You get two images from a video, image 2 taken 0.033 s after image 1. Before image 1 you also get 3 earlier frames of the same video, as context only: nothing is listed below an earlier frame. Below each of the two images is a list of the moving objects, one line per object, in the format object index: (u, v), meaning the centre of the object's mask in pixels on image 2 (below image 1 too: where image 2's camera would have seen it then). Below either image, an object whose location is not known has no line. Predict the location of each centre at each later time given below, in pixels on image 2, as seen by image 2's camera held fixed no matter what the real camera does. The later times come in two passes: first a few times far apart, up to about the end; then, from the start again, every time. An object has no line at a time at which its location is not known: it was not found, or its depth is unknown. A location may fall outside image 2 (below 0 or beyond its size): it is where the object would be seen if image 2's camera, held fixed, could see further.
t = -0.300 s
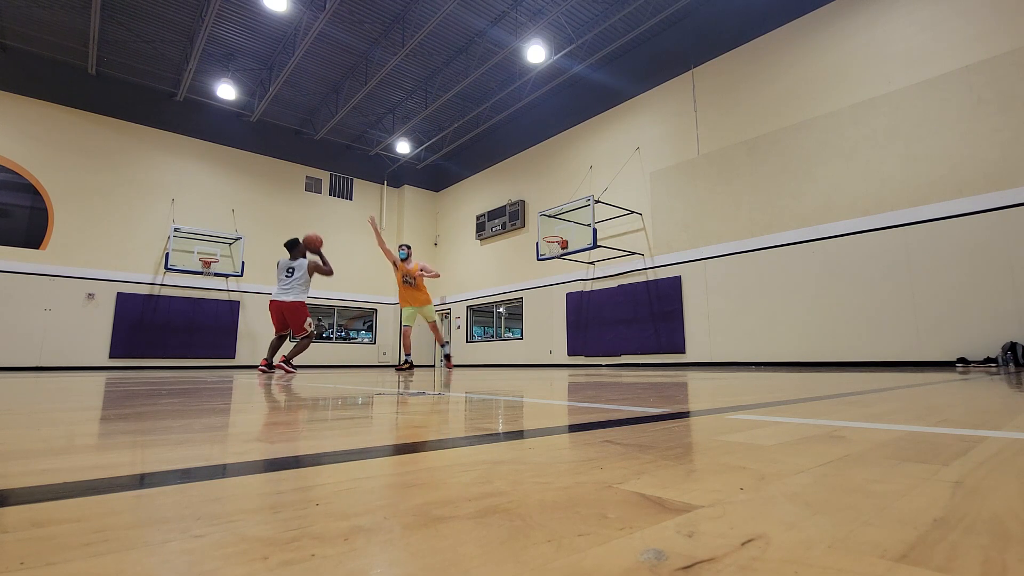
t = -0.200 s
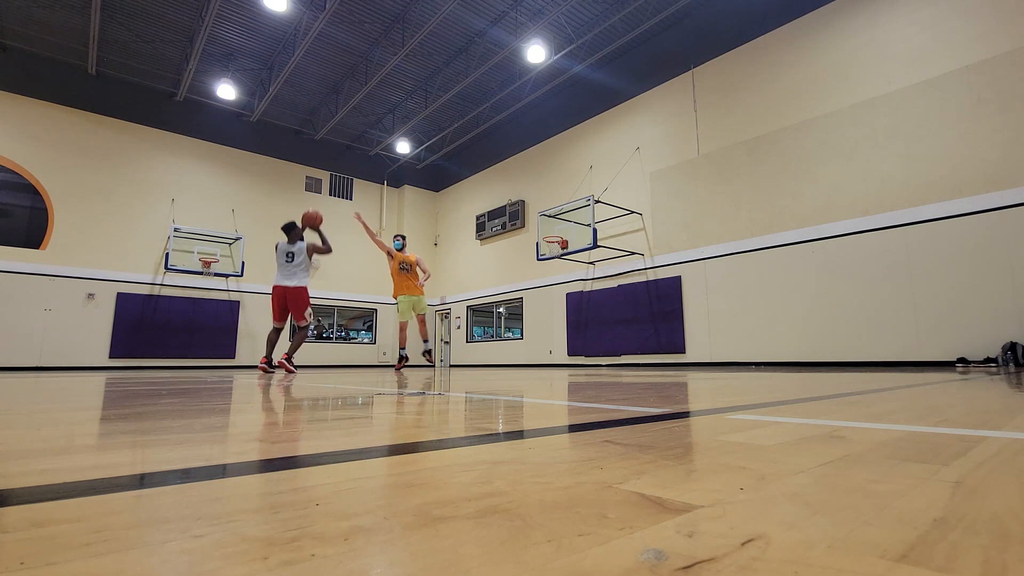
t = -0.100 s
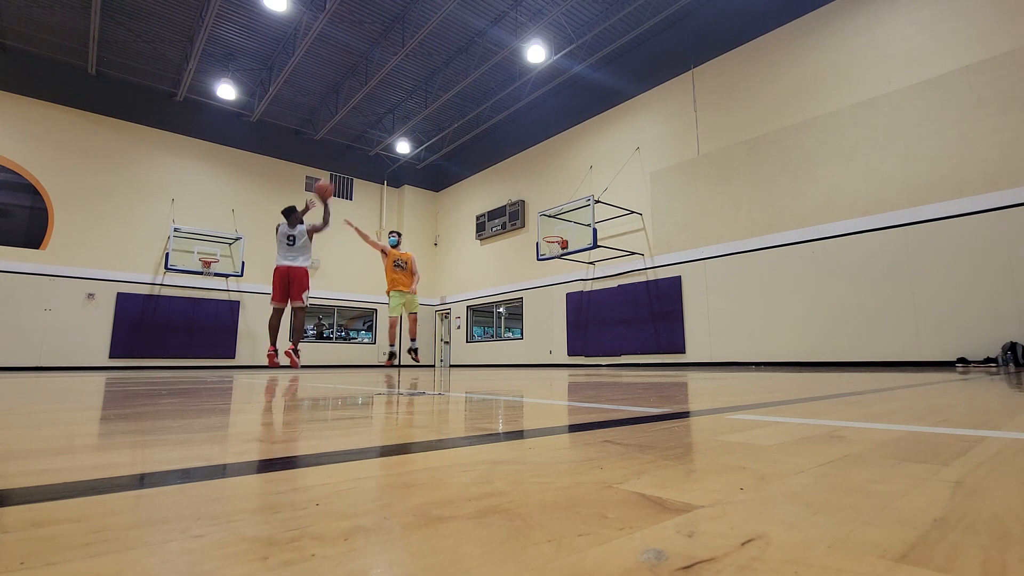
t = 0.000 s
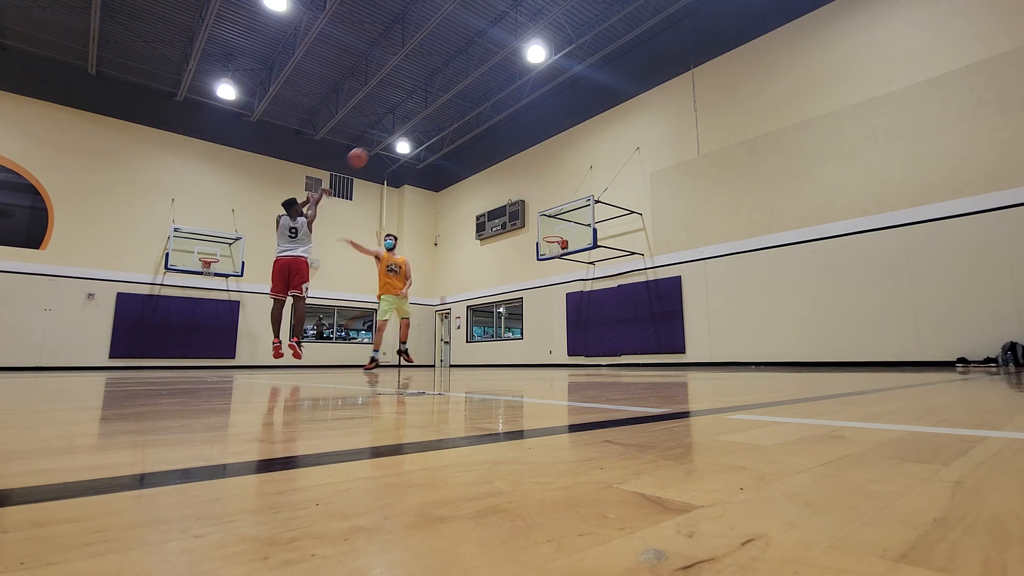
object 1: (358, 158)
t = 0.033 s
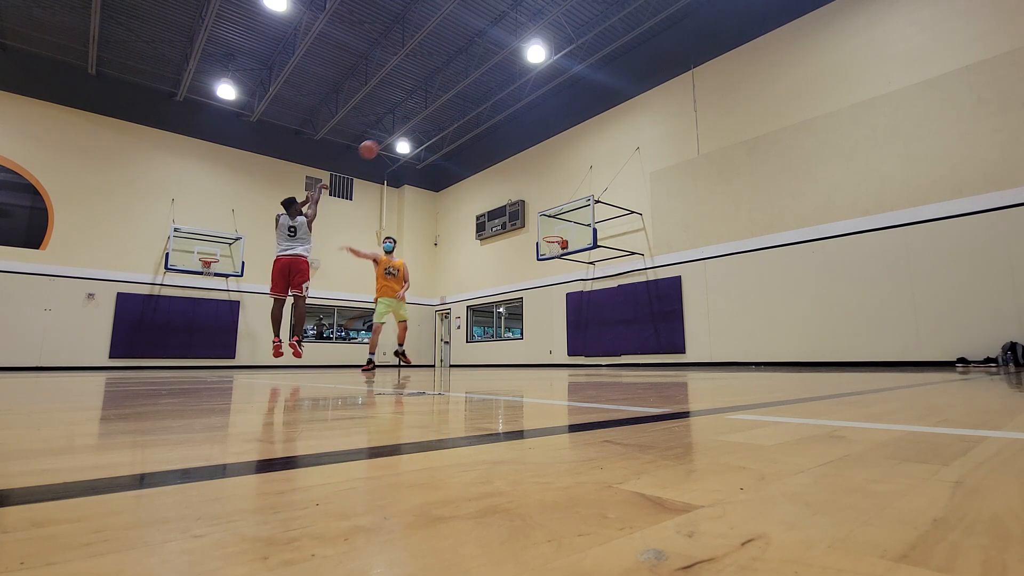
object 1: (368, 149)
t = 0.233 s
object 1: (421, 121)
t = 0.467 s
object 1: (467, 121)
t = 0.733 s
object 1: (507, 150)
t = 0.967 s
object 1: (535, 194)
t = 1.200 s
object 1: (555, 249)
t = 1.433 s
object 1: (553, 284)
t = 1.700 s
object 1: (550, 351)
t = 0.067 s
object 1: (378, 142)
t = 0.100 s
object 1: (387, 136)
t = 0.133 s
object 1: (397, 130)
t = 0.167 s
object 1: (406, 127)
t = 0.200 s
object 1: (414, 124)
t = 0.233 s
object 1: (421, 121)
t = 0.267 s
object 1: (429, 119)
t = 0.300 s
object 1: (436, 118)
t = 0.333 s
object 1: (443, 118)
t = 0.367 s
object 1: (449, 118)
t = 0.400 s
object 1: (455, 118)
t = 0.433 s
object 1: (461, 120)
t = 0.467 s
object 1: (467, 121)
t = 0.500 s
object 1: (472, 123)
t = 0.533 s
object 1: (478, 126)
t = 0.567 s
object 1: (483, 129)
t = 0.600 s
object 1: (488, 132)
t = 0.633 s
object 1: (493, 136)
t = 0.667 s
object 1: (498, 140)
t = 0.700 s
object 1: (503, 145)
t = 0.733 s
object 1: (507, 150)
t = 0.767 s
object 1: (511, 155)
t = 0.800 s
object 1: (516, 161)
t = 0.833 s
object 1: (519, 167)
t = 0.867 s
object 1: (524, 173)
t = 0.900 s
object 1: (527, 180)
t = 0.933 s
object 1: (531, 187)
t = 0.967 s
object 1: (535, 194)
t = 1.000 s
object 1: (538, 202)
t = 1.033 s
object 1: (542, 209)
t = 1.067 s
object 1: (546, 217)
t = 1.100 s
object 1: (549, 226)
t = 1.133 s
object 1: (552, 233)
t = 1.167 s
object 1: (555, 242)
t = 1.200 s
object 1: (555, 249)
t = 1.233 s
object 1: (556, 252)
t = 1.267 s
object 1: (555, 257)
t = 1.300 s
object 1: (555, 261)
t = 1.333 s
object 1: (554, 266)
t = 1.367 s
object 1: (554, 272)
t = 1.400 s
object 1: (554, 277)
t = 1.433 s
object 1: (553, 284)
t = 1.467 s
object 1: (552, 291)
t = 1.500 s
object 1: (552, 298)
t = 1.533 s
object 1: (552, 306)
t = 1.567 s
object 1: (551, 314)
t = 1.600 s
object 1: (551, 322)
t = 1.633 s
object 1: (550, 332)
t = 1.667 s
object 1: (550, 341)
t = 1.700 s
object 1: (550, 351)
